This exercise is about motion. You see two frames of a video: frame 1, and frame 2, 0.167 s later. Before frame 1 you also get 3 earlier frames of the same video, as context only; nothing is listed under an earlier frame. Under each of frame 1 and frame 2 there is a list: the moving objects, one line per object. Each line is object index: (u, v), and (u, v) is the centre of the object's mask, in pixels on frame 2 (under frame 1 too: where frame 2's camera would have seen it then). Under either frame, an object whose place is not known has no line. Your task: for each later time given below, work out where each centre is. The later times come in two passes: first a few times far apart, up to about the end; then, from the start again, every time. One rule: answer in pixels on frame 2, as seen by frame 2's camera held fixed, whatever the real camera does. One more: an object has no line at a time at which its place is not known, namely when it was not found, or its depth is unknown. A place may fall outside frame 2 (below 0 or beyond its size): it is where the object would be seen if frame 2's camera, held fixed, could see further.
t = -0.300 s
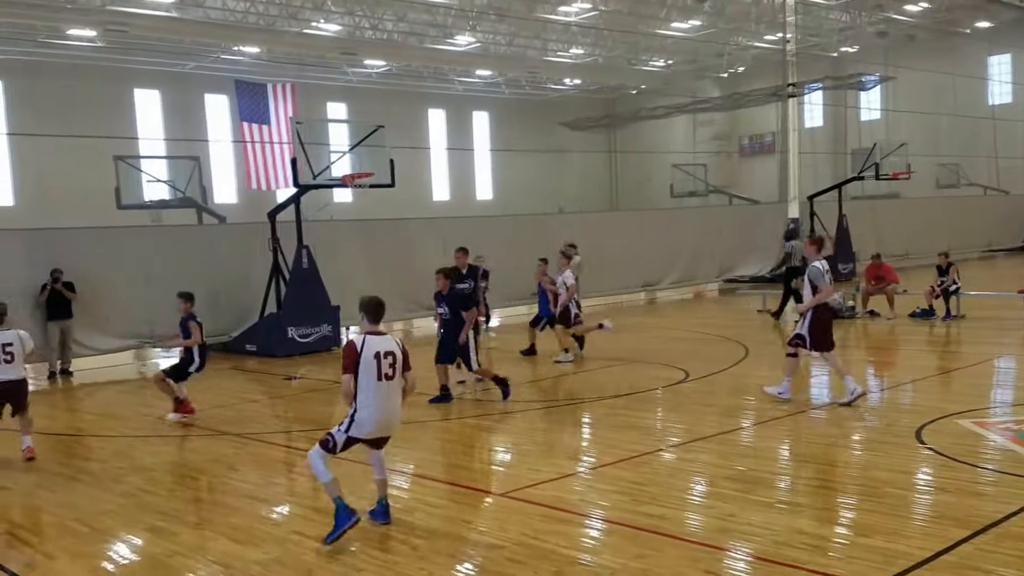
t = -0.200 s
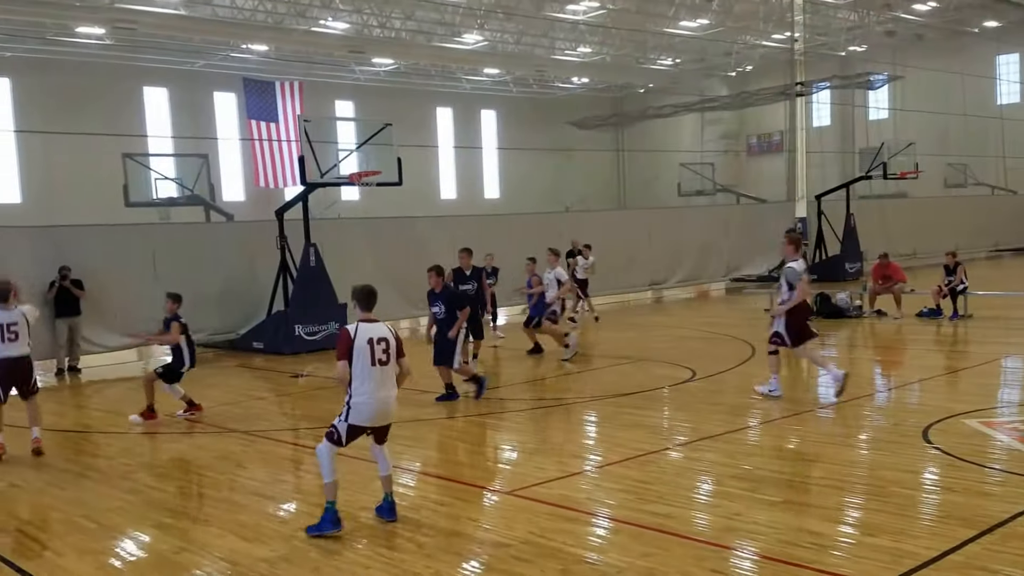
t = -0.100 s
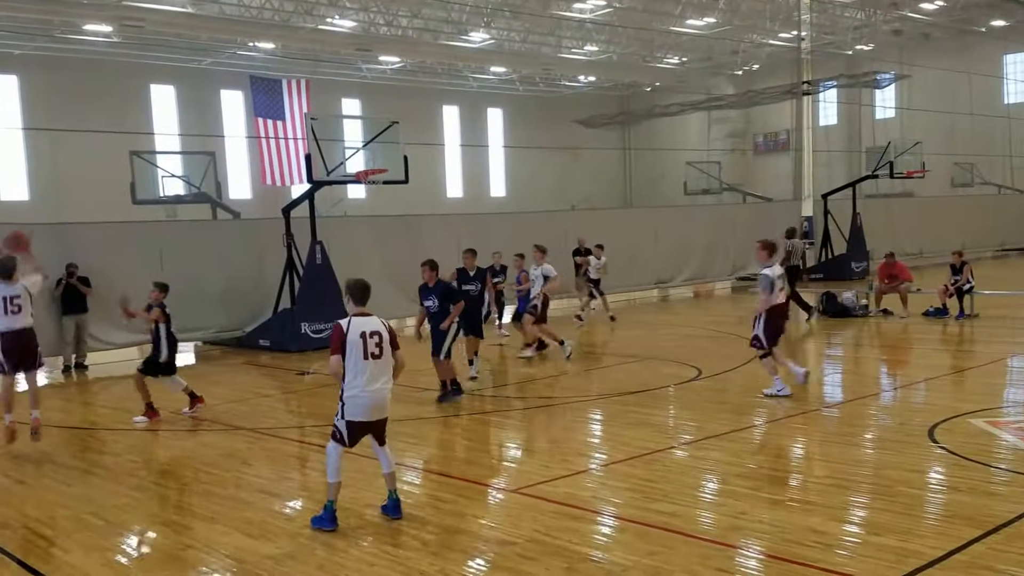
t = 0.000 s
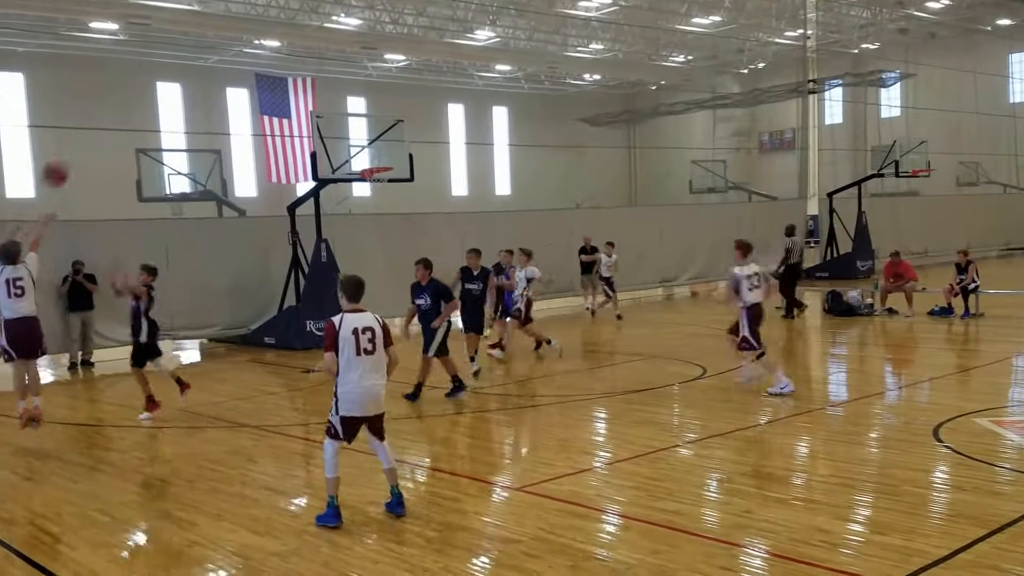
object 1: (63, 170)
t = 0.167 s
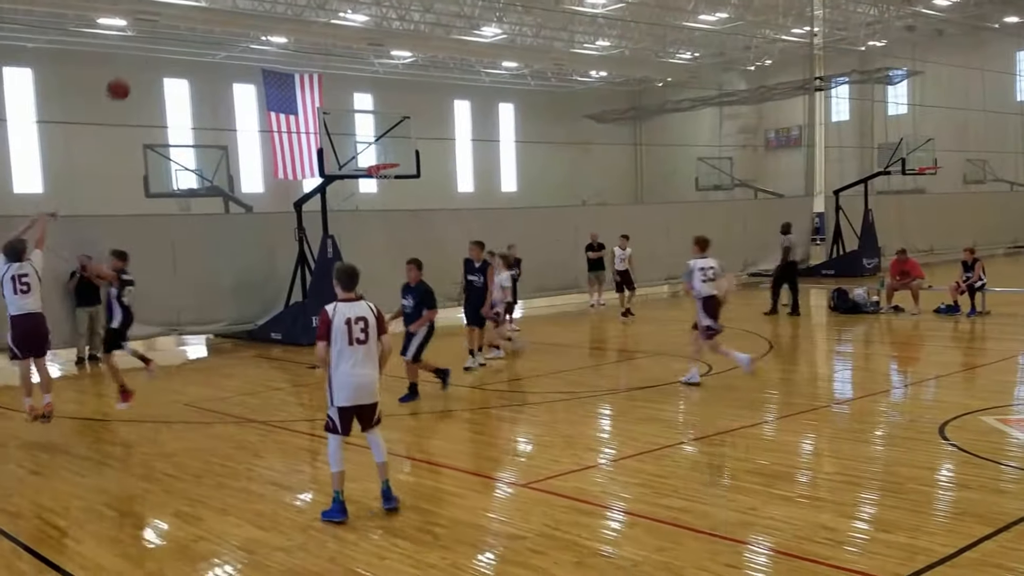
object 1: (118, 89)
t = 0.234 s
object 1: (139, 66)
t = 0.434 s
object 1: (196, 27)
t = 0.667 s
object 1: (254, 23)
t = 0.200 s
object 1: (129, 77)
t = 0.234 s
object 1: (139, 66)
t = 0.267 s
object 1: (149, 57)
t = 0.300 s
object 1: (160, 49)
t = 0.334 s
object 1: (169, 42)
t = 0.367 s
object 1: (179, 36)
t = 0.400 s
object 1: (188, 31)
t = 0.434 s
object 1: (196, 27)
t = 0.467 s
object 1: (206, 23)
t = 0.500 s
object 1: (214, 22)
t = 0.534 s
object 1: (222, 20)
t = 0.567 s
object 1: (230, 20)
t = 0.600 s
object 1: (238, 21)
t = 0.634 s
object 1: (246, 22)
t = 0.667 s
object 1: (254, 23)
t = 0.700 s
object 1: (261, 27)
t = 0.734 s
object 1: (269, 31)
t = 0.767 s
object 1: (276, 36)
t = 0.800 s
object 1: (283, 41)
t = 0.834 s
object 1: (290, 47)
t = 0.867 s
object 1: (296, 53)
